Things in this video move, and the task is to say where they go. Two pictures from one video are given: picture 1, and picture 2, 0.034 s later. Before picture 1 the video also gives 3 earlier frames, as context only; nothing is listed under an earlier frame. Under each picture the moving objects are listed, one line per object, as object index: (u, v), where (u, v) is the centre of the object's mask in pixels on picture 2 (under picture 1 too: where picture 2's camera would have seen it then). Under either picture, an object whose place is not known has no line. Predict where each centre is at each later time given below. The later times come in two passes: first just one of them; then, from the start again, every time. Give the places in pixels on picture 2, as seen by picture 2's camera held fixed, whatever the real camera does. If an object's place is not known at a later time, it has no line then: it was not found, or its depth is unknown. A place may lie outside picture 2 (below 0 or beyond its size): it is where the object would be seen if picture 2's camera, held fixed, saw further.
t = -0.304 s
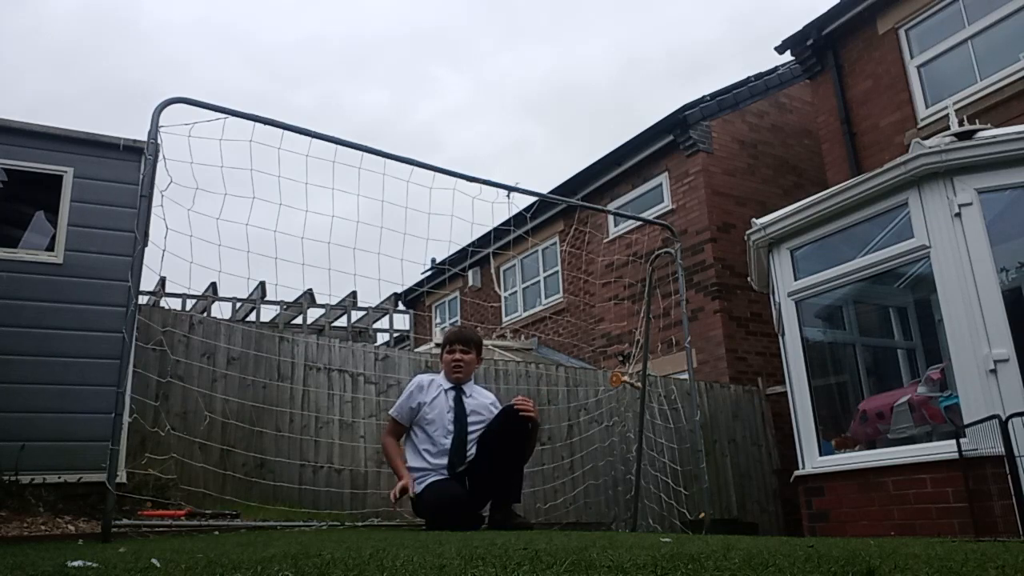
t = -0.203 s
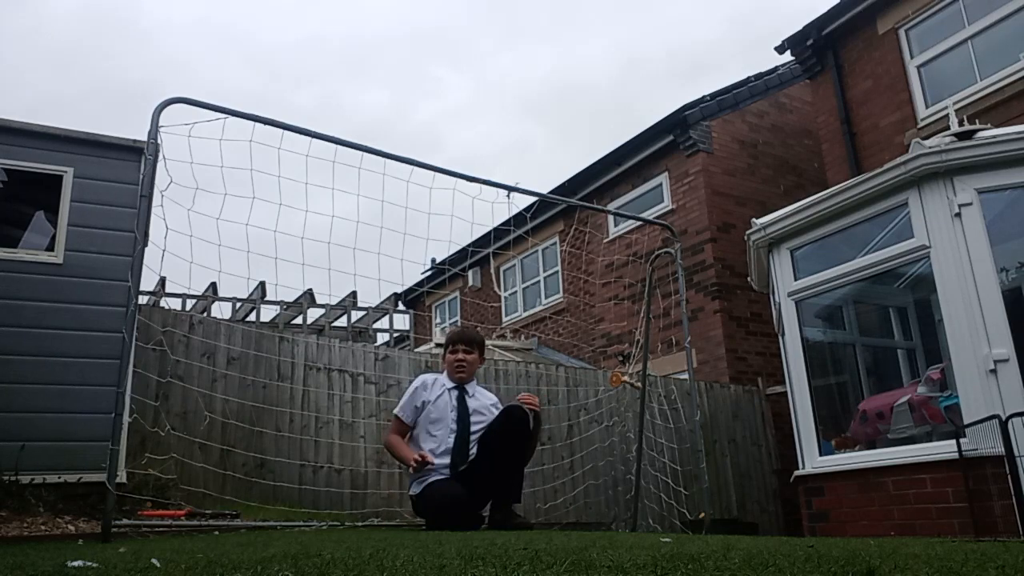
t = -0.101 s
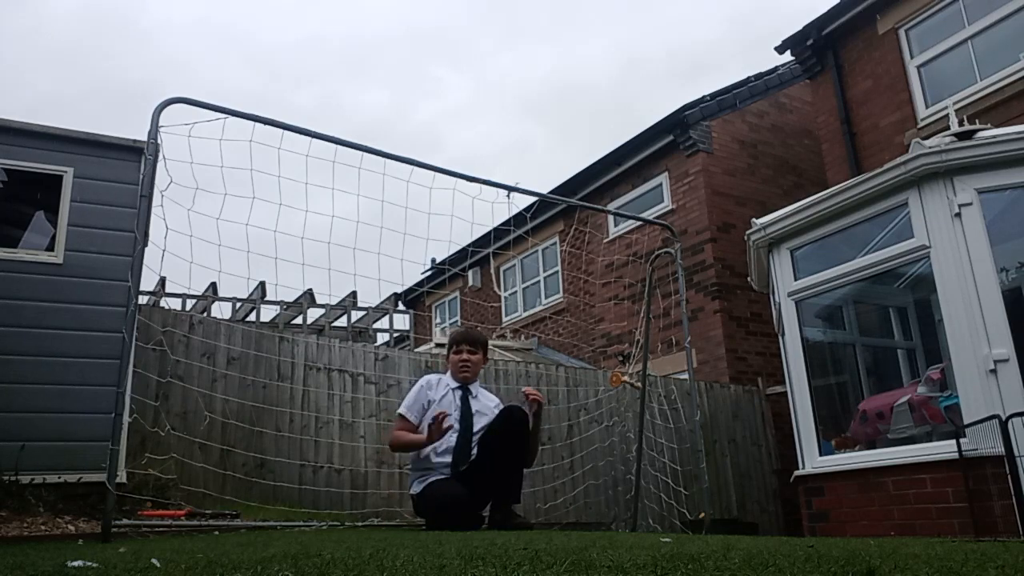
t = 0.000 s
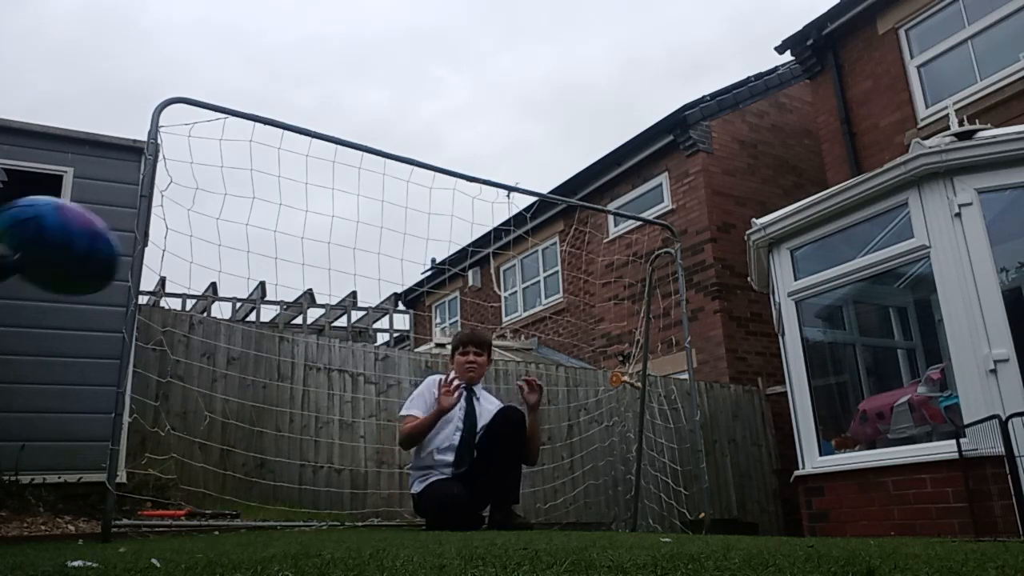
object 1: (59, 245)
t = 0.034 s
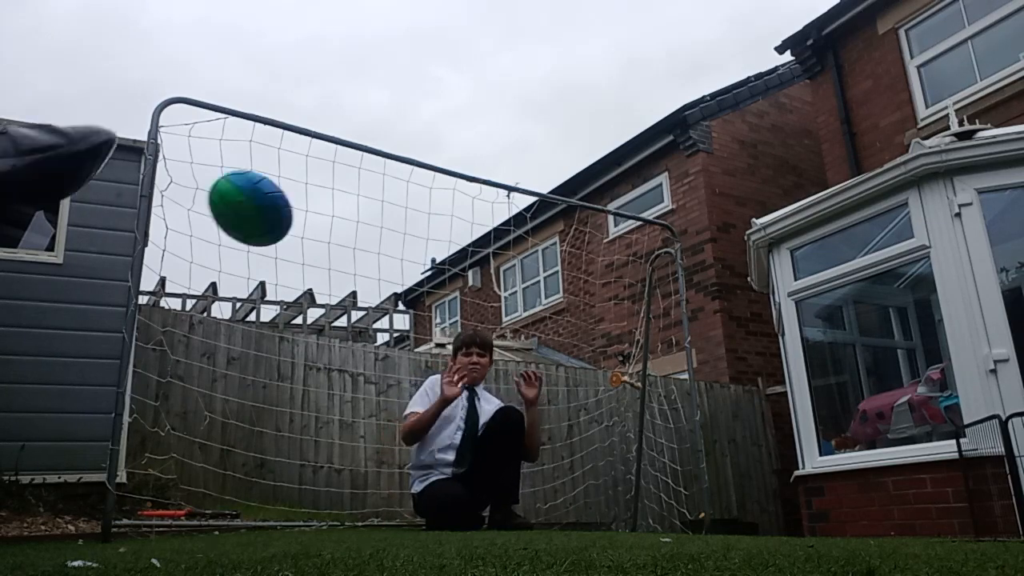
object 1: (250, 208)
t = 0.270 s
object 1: (611, 208)
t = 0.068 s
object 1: (366, 191)
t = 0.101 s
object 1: (440, 184)
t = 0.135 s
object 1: (493, 184)
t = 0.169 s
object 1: (532, 187)
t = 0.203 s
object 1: (564, 194)
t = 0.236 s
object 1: (589, 200)
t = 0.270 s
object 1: (611, 208)
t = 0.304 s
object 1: (628, 216)
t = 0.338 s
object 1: (644, 227)
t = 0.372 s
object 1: (658, 237)
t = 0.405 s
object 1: (662, 239)
